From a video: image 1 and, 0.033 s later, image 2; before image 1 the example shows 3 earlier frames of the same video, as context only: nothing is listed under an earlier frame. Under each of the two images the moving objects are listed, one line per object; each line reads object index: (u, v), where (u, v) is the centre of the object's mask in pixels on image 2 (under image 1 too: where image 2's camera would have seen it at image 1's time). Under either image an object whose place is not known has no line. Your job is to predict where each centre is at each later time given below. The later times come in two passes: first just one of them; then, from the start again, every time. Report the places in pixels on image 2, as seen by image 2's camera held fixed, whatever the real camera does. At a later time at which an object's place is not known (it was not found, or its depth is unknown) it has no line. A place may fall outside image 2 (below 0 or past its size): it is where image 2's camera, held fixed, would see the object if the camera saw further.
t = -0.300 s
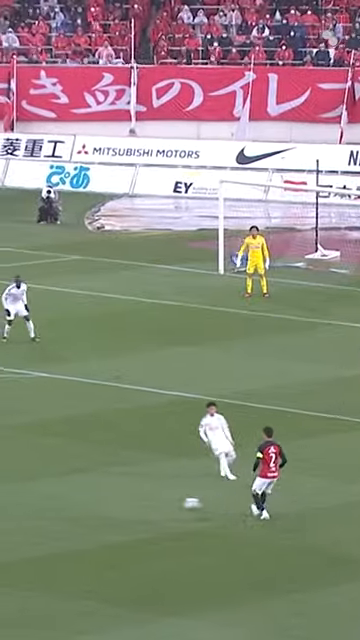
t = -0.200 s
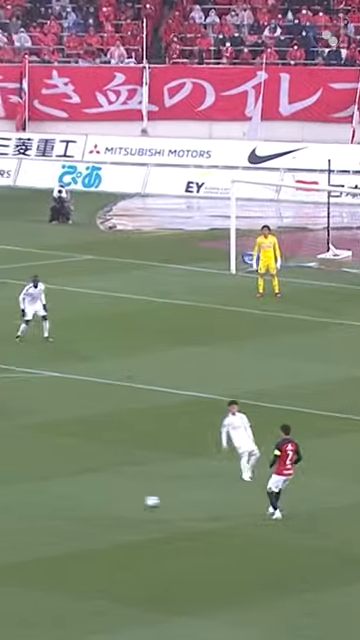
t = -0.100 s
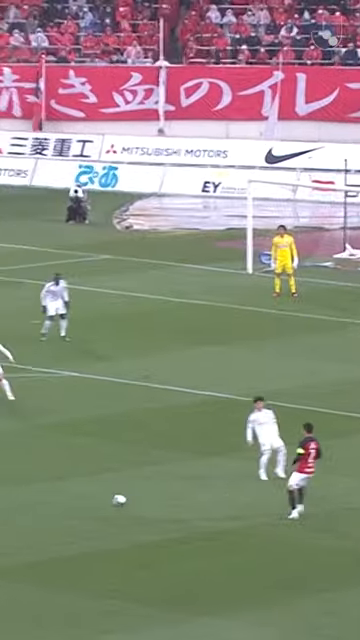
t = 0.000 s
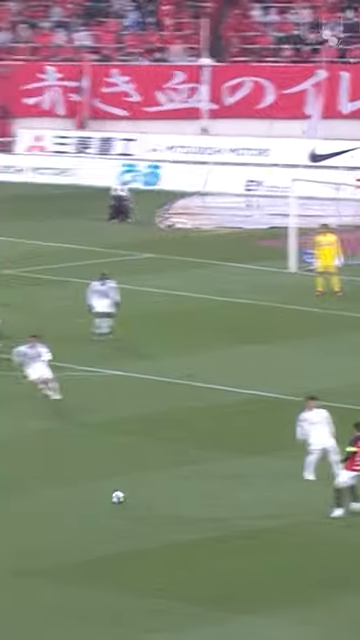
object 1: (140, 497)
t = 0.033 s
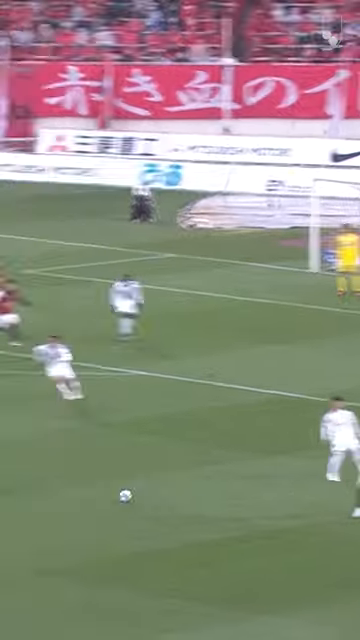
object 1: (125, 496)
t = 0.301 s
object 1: (26, 489)
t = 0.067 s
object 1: (110, 494)
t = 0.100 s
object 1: (96, 493)
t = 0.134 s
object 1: (83, 492)
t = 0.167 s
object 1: (70, 492)
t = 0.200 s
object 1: (57, 492)
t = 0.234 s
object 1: (45, 492)
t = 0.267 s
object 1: (34, 490)
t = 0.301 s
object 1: (26, 489)
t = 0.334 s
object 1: (14, 489)
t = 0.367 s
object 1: (3, 490)
